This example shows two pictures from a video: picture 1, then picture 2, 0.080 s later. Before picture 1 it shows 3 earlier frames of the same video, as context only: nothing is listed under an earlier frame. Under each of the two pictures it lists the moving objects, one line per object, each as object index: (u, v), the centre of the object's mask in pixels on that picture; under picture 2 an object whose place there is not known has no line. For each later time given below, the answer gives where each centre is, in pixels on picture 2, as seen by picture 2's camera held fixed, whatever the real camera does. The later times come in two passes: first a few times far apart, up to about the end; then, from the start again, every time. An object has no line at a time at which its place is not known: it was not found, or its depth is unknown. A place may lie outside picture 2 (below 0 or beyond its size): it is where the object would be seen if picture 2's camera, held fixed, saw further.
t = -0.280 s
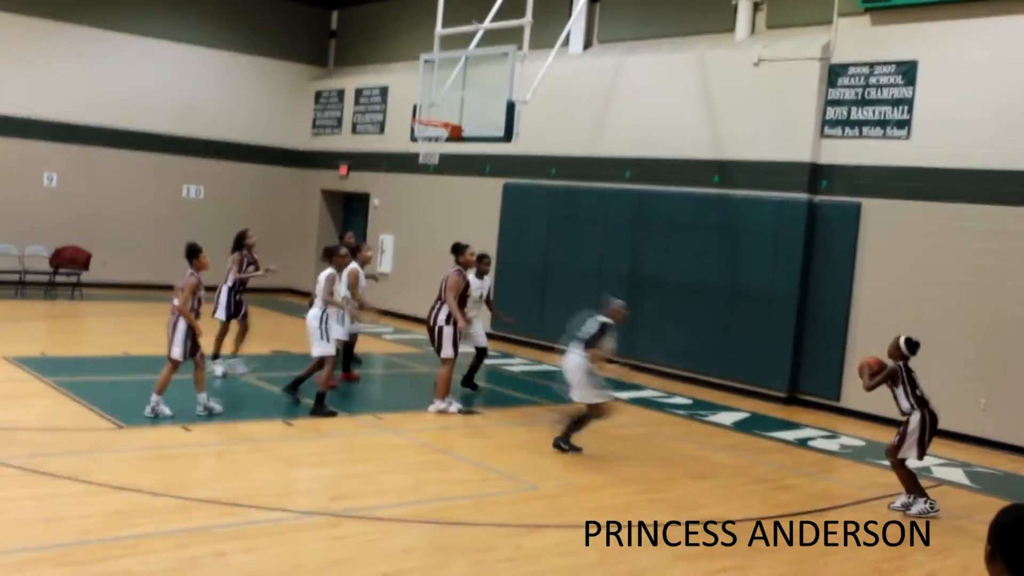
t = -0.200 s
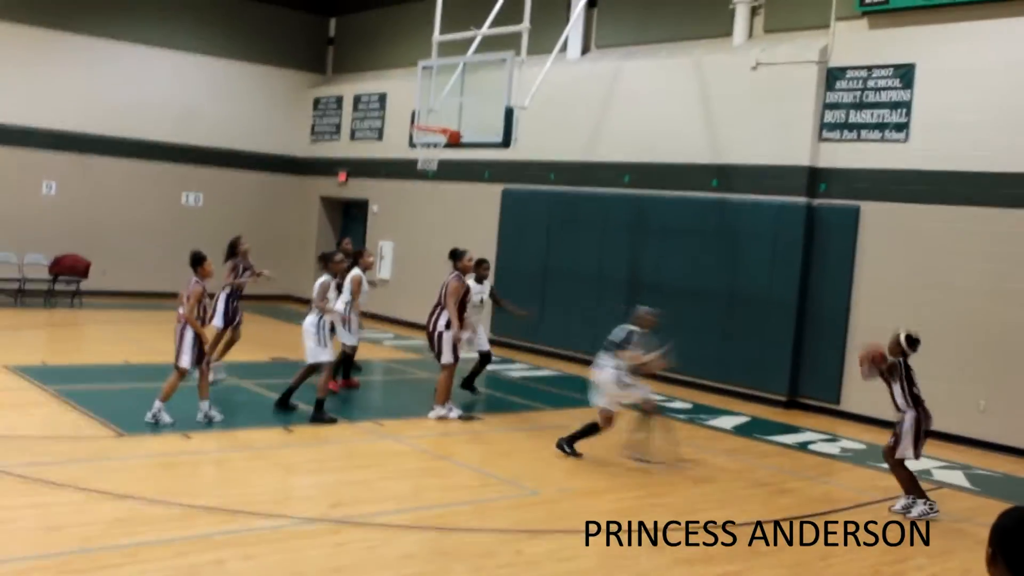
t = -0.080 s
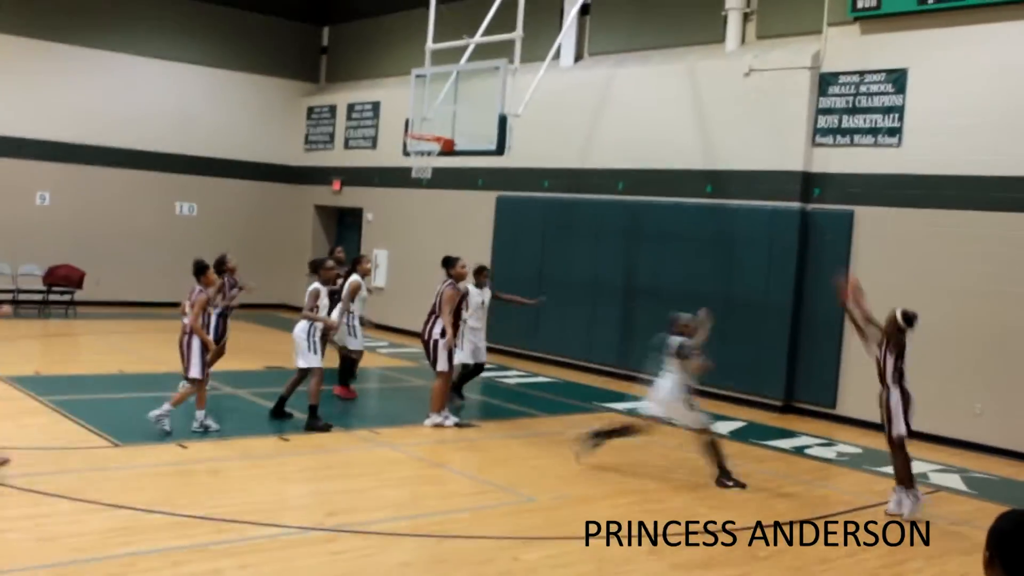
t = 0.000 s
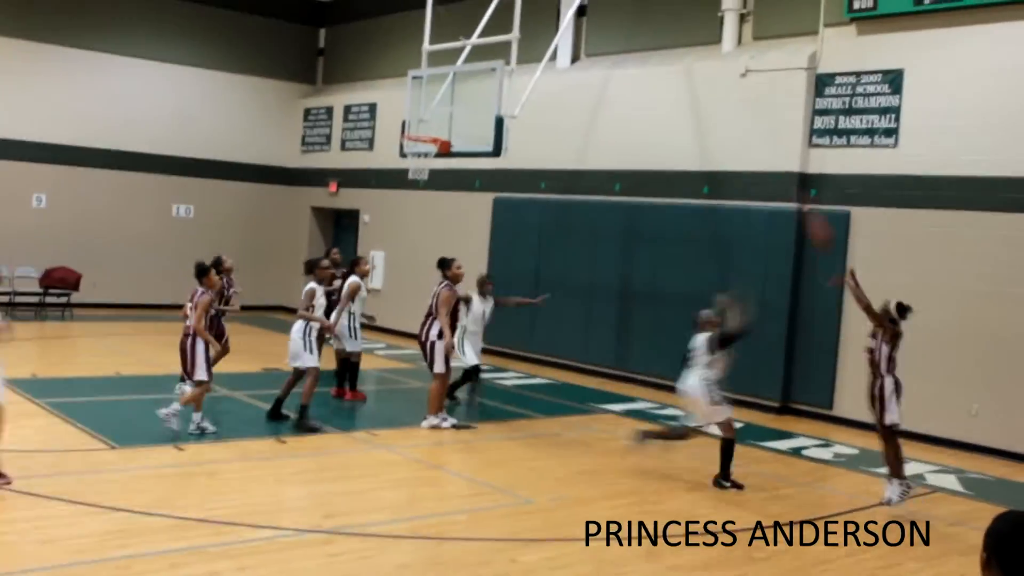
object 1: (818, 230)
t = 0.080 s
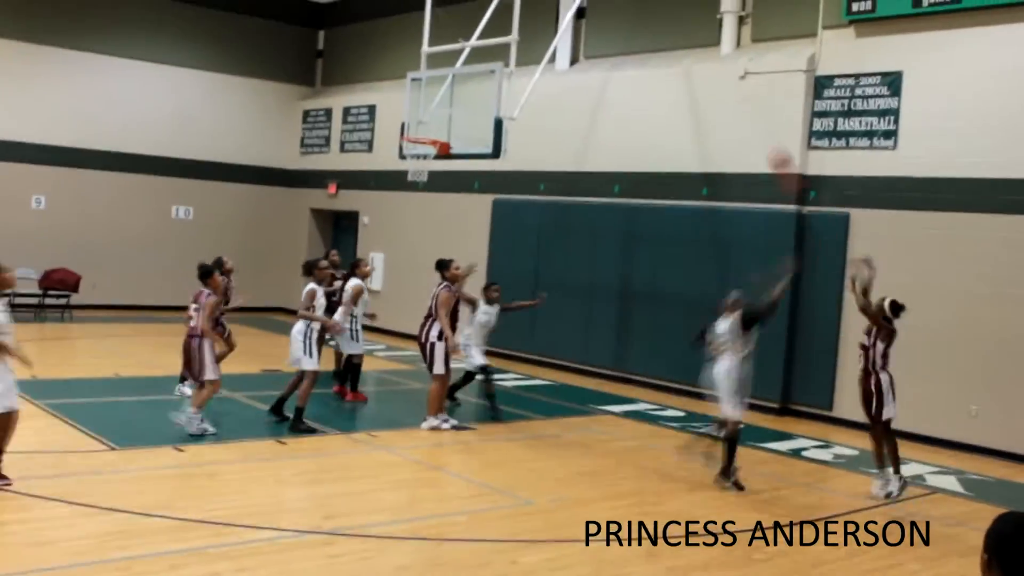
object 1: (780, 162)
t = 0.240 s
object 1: (725, 80)
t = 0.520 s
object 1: (630, 2)
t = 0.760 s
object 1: (554, 2)
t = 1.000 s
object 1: (488, 53)
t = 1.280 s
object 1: (415, 163)
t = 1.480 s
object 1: (393, 200)
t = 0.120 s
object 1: (767, 141)
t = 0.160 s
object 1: (753, 119)
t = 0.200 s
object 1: (738, 97)
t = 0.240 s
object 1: (725, 80)
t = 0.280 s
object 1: (711, 63)
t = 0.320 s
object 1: (695, 46)
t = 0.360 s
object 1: (683, 35)
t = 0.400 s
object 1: (668, 23)
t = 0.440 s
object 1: (655, 14)
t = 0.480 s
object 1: (642, 7)
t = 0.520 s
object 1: (630, 2)
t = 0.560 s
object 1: (616, -2)
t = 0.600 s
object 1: (605, -3)
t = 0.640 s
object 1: (594, -4)
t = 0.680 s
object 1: (579, -3)
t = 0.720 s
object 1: (565, 0)
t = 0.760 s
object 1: (554, 2)
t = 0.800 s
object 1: (545, 6)
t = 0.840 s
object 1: (534, 12)
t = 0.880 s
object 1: (524, 19)
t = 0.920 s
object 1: (507, 29)
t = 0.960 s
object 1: (498, 39)
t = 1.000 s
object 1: (488, 53)
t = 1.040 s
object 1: (478, 61)
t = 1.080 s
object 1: (467, 77)
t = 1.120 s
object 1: (455, 93)
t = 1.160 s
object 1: (446, 106)
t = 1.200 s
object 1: (437, 121)
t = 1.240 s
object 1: (429, 132)
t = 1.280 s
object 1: (415, 163)
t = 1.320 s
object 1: (411, 167)
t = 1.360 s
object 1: (405, 173)
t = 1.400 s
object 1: (402, 180)
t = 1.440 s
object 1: (398, 187)
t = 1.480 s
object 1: (393, 200)
